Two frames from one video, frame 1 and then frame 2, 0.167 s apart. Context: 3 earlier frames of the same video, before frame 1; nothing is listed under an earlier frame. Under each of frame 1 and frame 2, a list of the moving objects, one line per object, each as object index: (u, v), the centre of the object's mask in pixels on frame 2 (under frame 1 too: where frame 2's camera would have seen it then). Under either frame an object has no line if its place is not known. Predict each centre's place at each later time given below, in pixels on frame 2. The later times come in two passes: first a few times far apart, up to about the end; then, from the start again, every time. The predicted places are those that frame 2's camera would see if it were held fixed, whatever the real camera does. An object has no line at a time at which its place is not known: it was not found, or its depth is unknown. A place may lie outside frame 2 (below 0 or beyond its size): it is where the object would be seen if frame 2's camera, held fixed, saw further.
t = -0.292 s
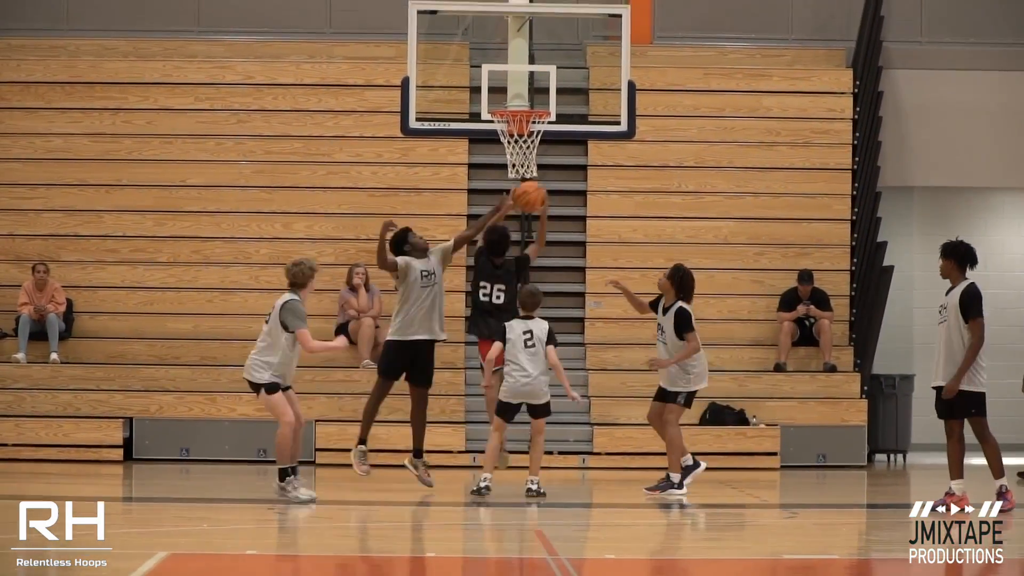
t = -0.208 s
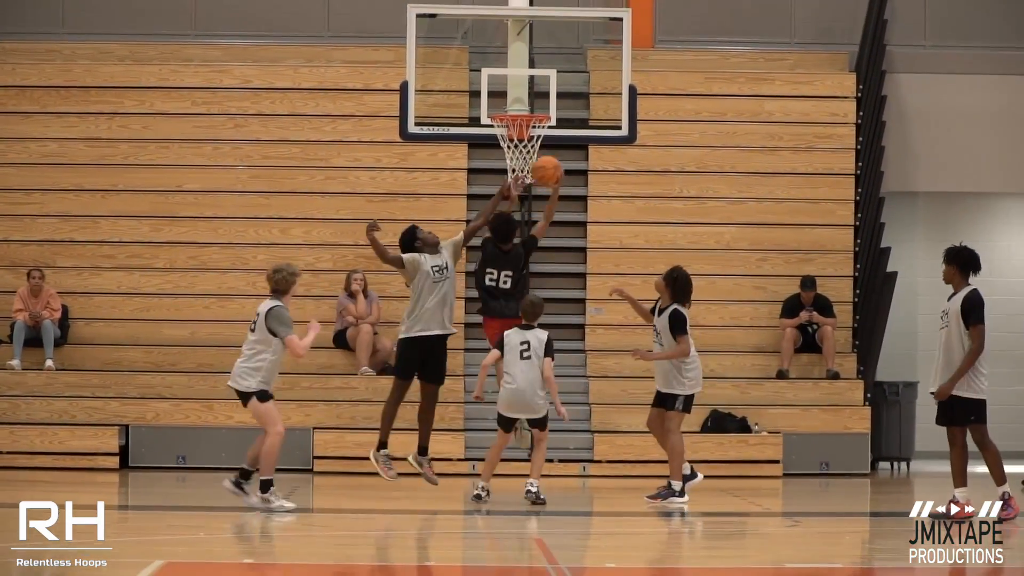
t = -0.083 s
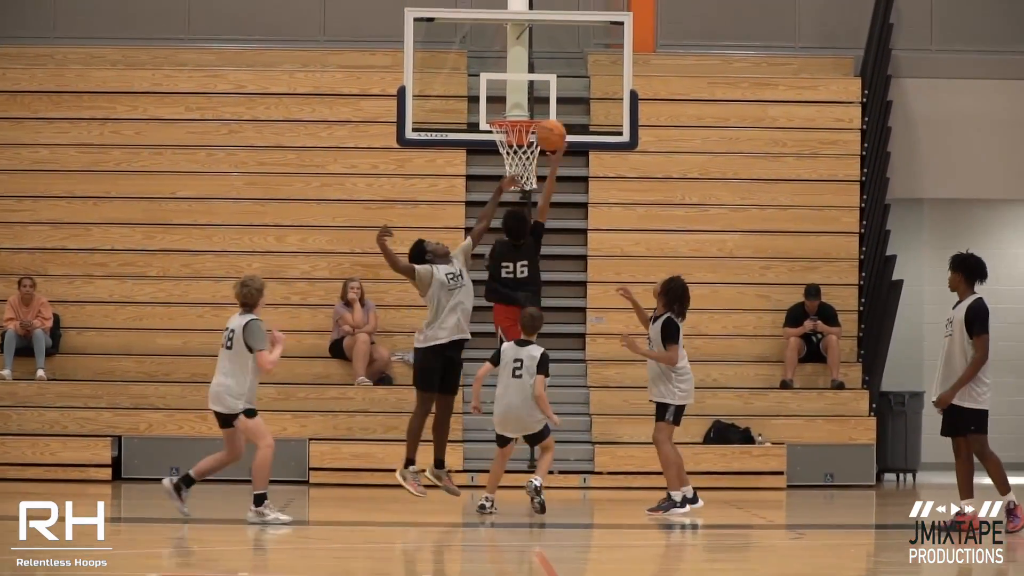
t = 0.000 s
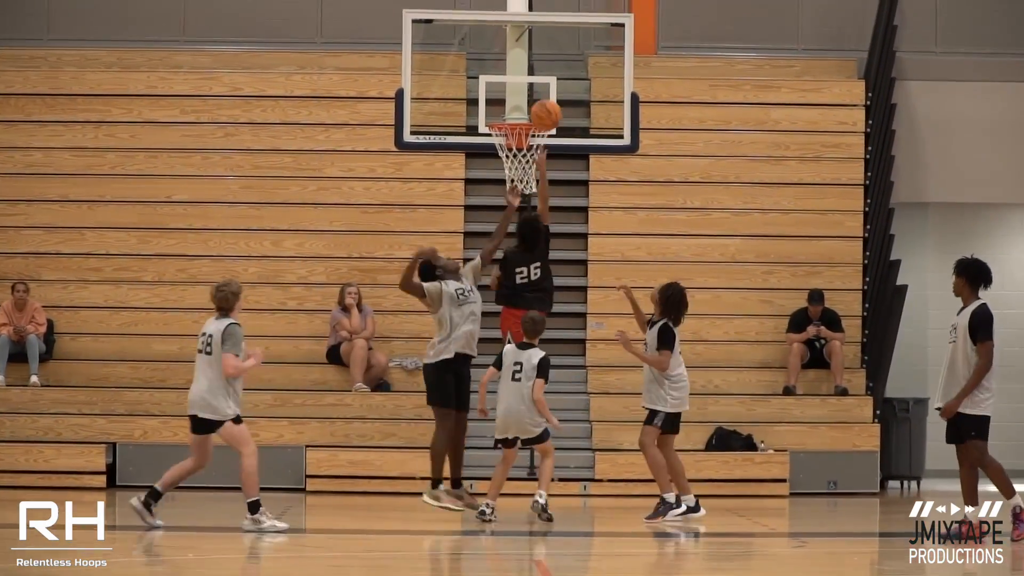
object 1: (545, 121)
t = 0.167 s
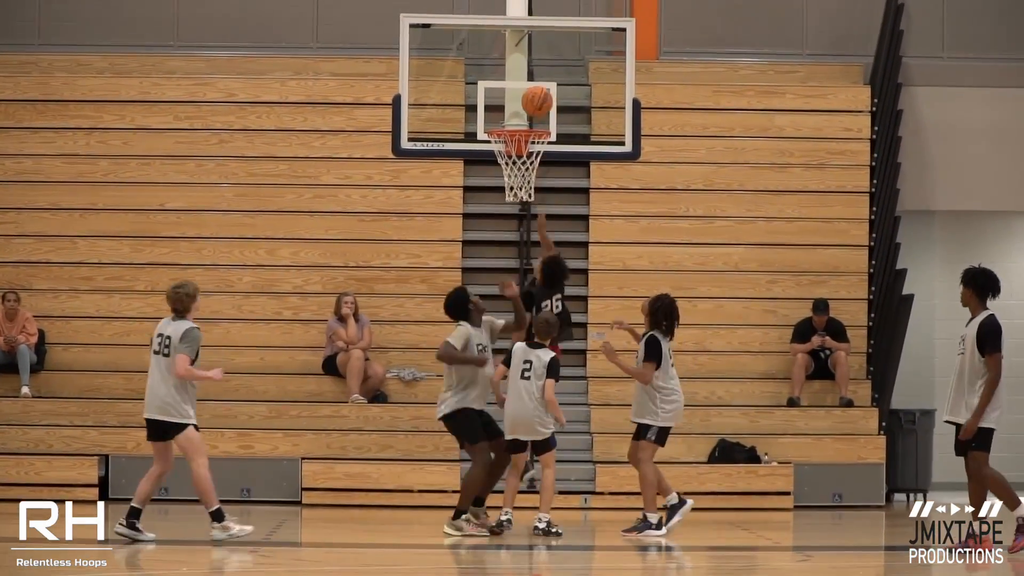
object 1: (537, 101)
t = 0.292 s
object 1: (530, 111)
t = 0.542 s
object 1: (512, 96)
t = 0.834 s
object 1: (497, 107)
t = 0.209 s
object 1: (534, 103)
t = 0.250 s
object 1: (533, 105)
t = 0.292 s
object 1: (530, 111)
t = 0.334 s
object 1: (528, 116)
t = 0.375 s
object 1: (525, 115)
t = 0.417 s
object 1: (523, 109)
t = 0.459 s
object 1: (519, 101)
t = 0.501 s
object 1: (516, 98)
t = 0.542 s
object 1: (512, 96)
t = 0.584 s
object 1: (509, 96)
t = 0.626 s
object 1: (505, 99)
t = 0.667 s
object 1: (502, 103)
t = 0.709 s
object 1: (498, 111)
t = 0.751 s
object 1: (496, 116)
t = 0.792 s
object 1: (496, 110)
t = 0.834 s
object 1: (497, 107)
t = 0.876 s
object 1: (497, 105)
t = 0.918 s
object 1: (497, 105)
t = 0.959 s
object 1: (498, 108)
